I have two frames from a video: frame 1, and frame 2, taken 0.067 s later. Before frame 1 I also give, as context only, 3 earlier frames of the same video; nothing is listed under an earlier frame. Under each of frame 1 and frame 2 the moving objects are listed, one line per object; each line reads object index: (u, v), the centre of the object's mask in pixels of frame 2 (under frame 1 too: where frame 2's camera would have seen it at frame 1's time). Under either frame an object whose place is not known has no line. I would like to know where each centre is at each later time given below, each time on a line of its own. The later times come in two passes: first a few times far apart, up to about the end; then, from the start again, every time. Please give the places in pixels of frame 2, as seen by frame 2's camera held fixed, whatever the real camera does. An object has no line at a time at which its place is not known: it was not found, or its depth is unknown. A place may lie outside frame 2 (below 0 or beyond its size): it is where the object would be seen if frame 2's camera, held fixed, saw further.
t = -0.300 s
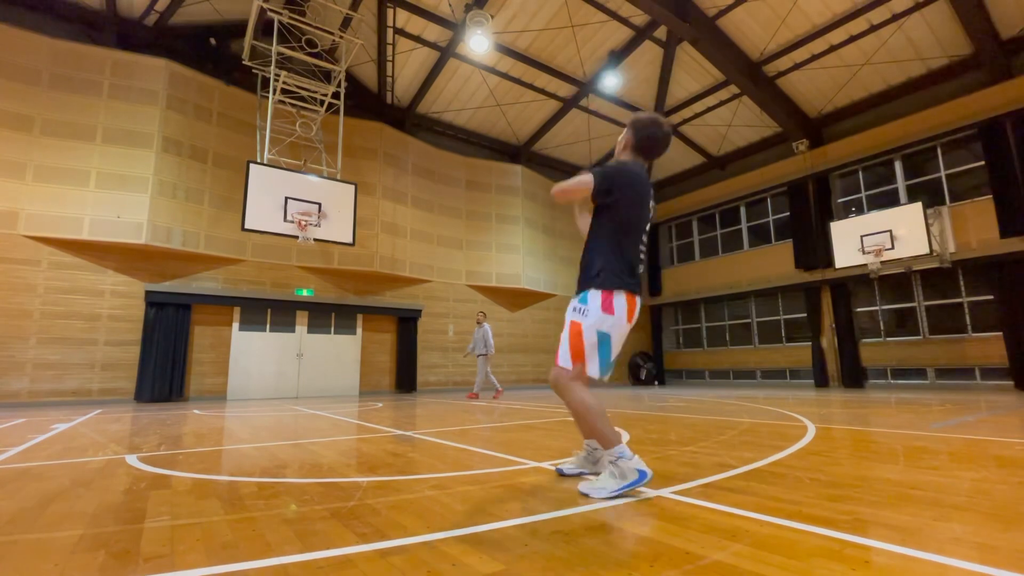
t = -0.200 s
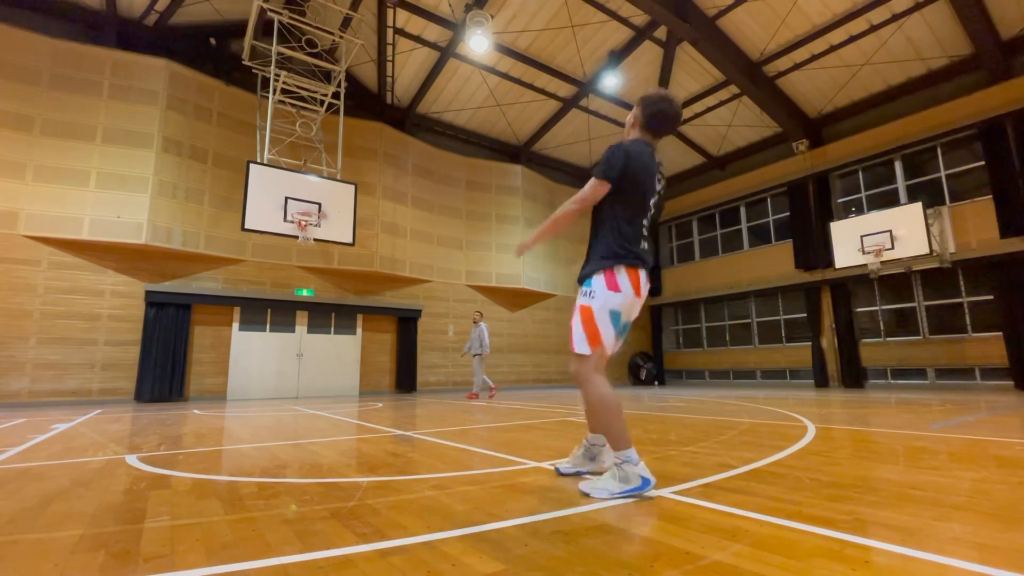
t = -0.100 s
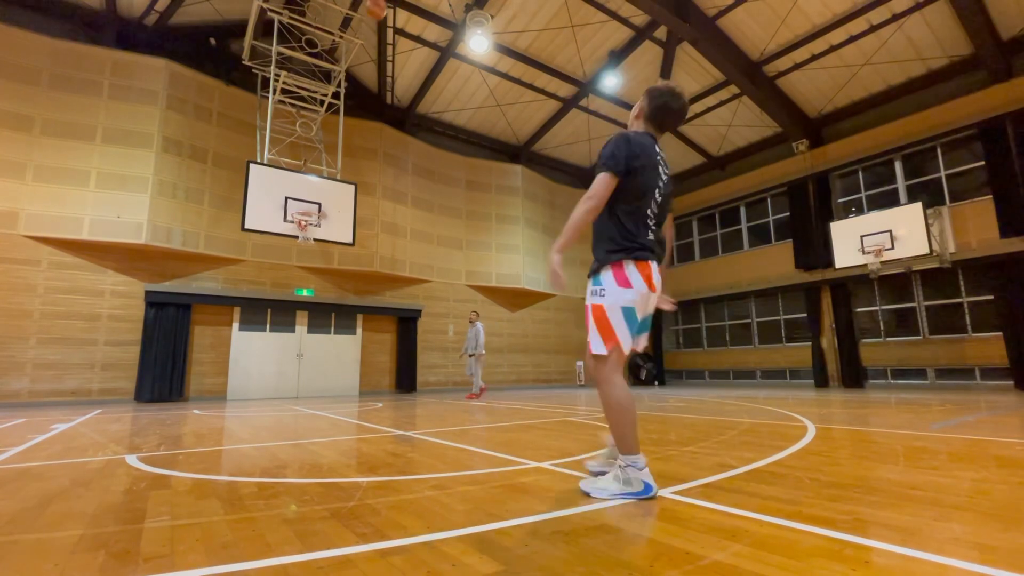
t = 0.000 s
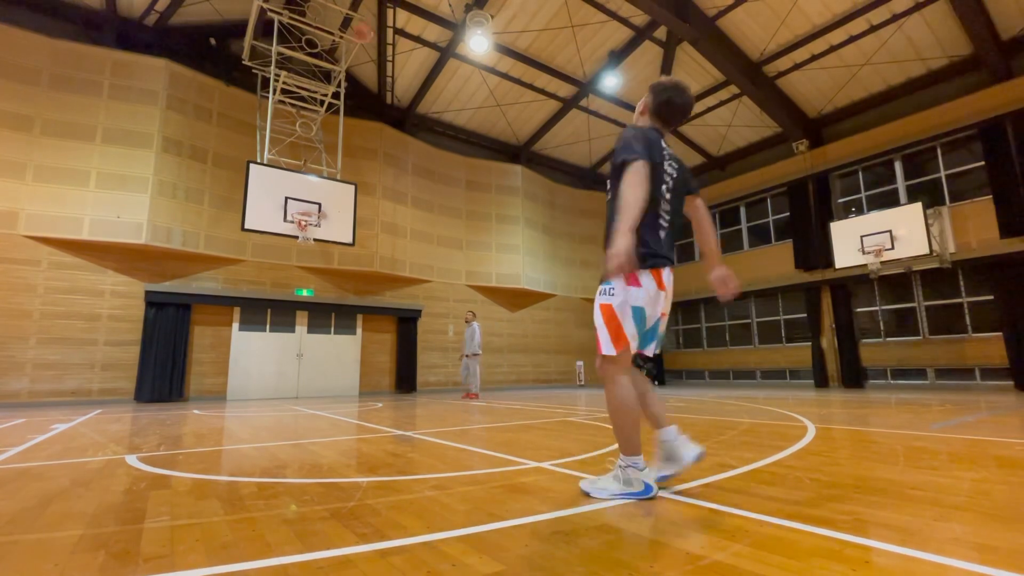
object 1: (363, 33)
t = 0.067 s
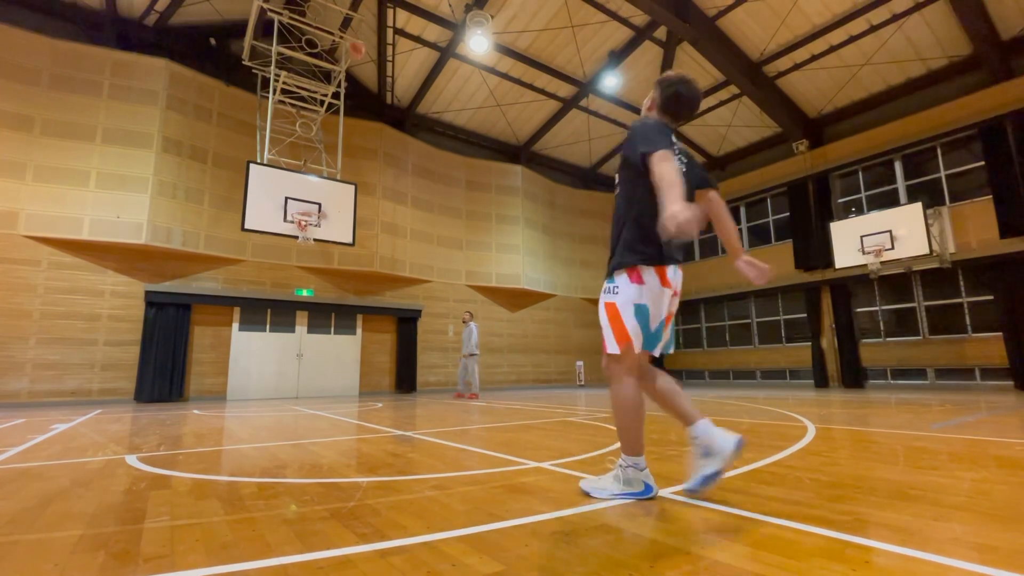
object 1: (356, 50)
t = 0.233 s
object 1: (337, 100)
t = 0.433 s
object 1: (317, 170)
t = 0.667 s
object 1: (305, 233)
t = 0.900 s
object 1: (302, 260)
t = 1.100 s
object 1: (300, 309)
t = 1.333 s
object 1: (296, 400)
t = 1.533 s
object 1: (301, 344)
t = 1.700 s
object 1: (305, 313)
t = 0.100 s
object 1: (350, 59)
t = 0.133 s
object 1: (348, 69)
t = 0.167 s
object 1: (344, 78)
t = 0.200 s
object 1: (341, 88)
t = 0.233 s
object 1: (337, 100)
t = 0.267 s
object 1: (332, 110)
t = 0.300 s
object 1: (330, 121)
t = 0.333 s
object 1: (327, 134)
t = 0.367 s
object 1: (324, 145)
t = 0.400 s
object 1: (320, 155)
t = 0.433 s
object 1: (317, 170)
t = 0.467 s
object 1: (314, 184)
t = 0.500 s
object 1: (312, 197)
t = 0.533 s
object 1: (309, 209)
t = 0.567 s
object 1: (305, 225)
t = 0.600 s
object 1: (304, 231)
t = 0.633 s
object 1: (305, 232)
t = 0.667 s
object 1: (305, 233)
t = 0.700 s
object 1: (304, 233)
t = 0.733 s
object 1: (304, 236)
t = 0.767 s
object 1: (303, 241)
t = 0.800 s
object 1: (303, 242)
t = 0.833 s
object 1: (302, 248)
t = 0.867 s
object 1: (303, 253)
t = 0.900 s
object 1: (302, 260)
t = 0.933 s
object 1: (302, 265)
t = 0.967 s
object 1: (302, 271)
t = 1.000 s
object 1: (301, 279)
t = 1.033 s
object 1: (301, 289)
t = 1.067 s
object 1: (301, 301)
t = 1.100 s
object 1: (300, 309)
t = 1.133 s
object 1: (300, 319)
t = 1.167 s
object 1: (299, 331)
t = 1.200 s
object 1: (300, 345)
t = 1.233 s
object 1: (299, 358)
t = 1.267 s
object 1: (298, 371)
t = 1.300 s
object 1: (297, 386)
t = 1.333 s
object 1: (296, 400)
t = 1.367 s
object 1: (296, 390)
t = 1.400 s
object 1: (297, 378)
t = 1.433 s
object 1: (298, 368)
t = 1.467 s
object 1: (299, 359)
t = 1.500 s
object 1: (300, 351)
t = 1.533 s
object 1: (301, 344)
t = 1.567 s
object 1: (302, 336)
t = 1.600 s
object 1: (302, 330)
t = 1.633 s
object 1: (303, 323)
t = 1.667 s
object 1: (304, 317)
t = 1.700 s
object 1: (305, 313)
